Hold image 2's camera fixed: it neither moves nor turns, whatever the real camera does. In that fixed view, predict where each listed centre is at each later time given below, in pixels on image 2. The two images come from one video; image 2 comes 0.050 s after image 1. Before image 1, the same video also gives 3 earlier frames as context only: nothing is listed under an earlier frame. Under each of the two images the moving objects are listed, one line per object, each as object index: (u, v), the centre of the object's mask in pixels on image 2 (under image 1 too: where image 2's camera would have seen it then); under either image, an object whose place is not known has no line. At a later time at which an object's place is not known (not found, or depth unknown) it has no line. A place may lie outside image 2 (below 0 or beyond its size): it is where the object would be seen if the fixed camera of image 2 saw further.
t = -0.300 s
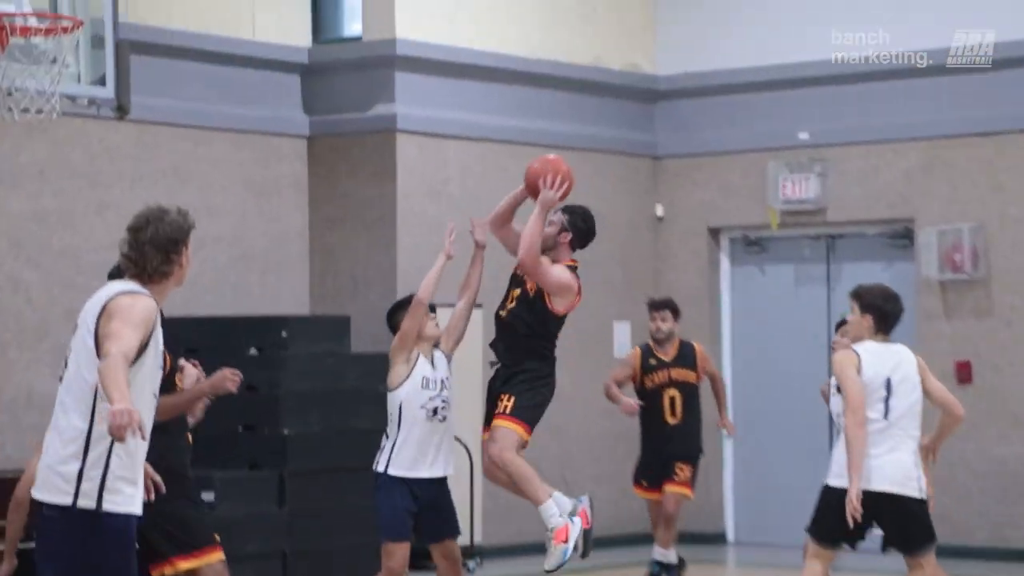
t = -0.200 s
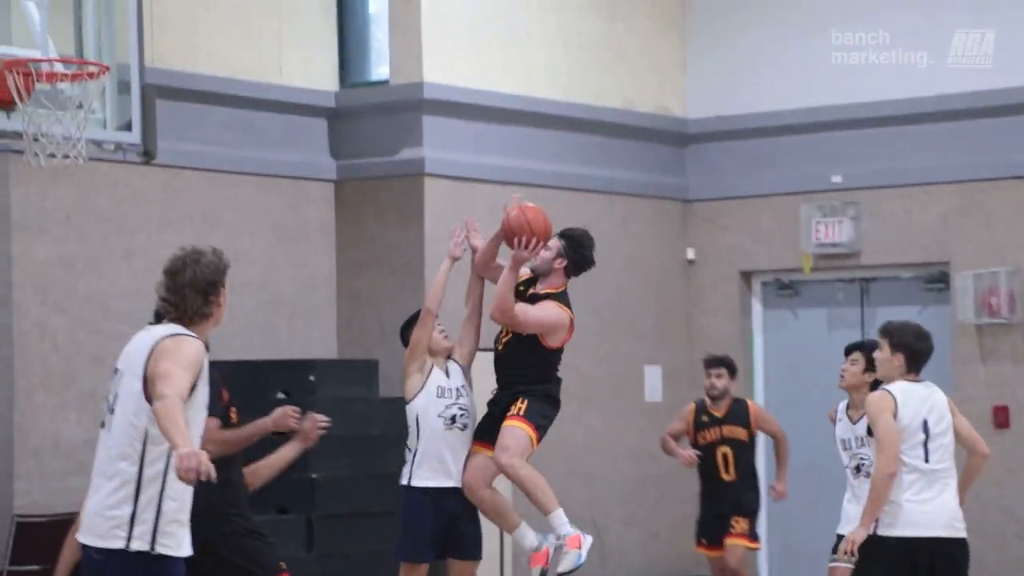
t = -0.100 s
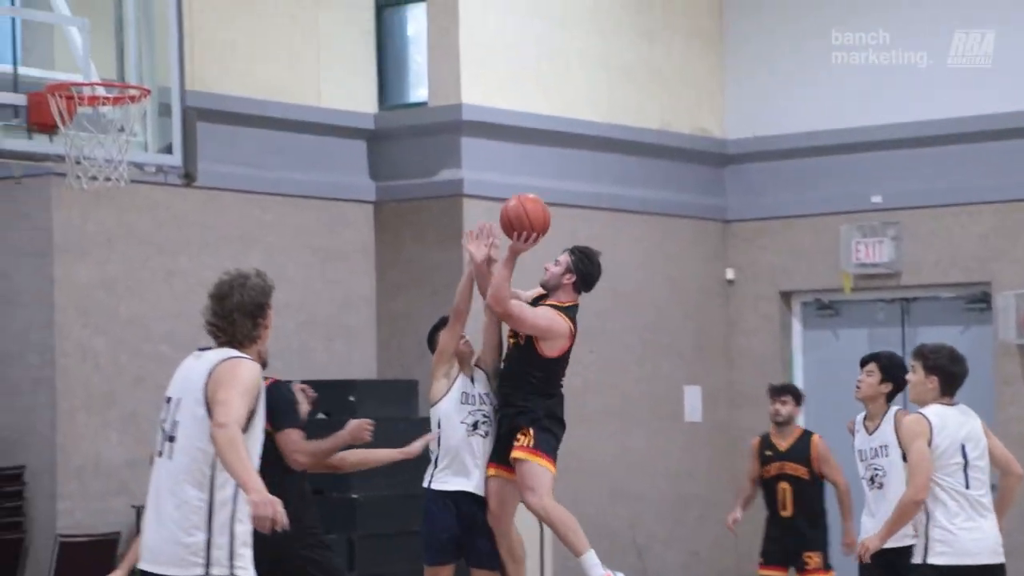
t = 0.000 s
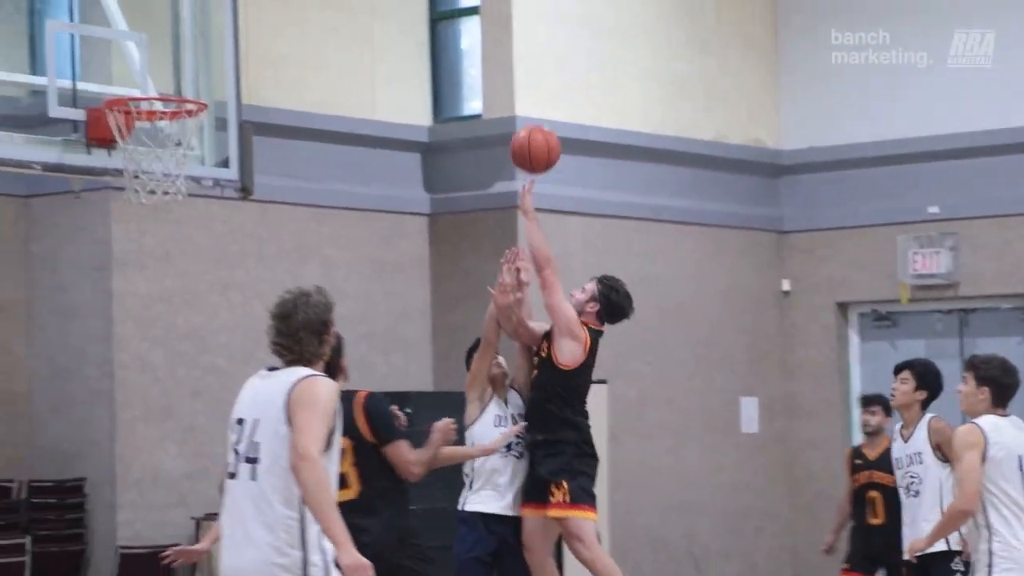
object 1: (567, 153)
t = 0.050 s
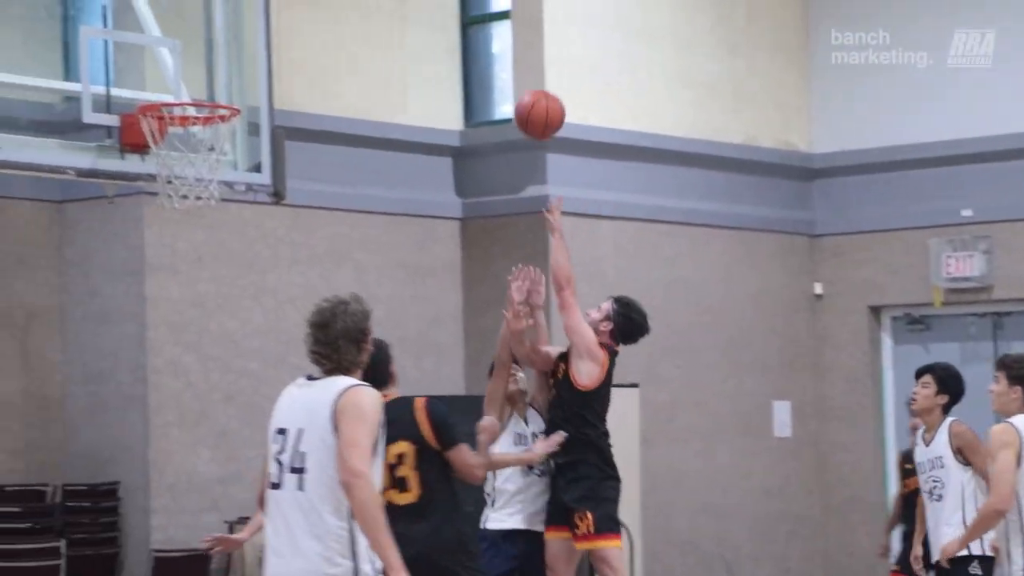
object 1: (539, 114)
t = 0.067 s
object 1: (531, 102)
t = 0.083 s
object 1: (522, 90)
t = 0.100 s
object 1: (513, 79)
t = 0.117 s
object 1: (504, 70)
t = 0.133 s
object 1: (495, 60)
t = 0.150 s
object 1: (487, 51)
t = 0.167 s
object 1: (478, 42)
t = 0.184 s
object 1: (470, 34)
